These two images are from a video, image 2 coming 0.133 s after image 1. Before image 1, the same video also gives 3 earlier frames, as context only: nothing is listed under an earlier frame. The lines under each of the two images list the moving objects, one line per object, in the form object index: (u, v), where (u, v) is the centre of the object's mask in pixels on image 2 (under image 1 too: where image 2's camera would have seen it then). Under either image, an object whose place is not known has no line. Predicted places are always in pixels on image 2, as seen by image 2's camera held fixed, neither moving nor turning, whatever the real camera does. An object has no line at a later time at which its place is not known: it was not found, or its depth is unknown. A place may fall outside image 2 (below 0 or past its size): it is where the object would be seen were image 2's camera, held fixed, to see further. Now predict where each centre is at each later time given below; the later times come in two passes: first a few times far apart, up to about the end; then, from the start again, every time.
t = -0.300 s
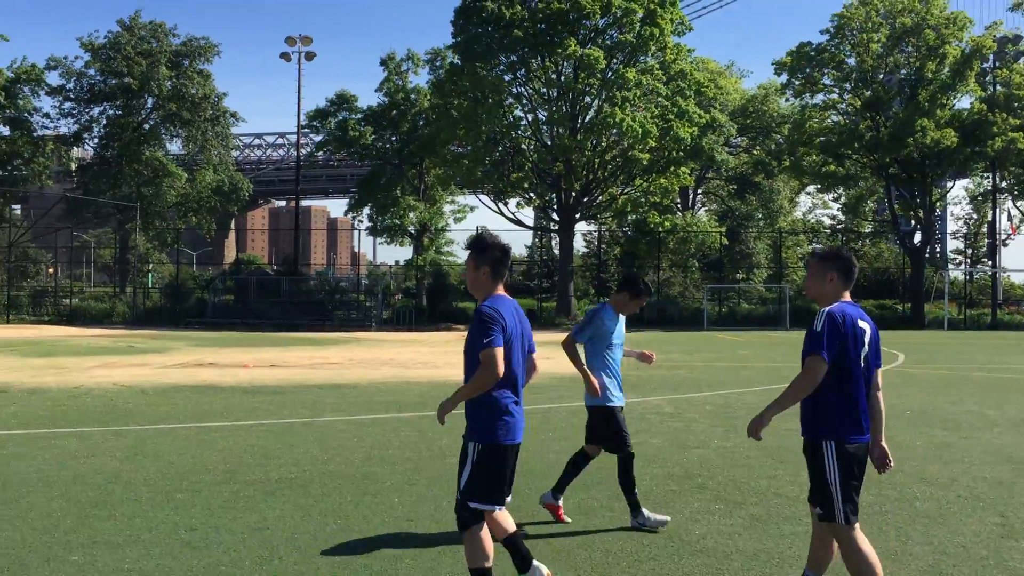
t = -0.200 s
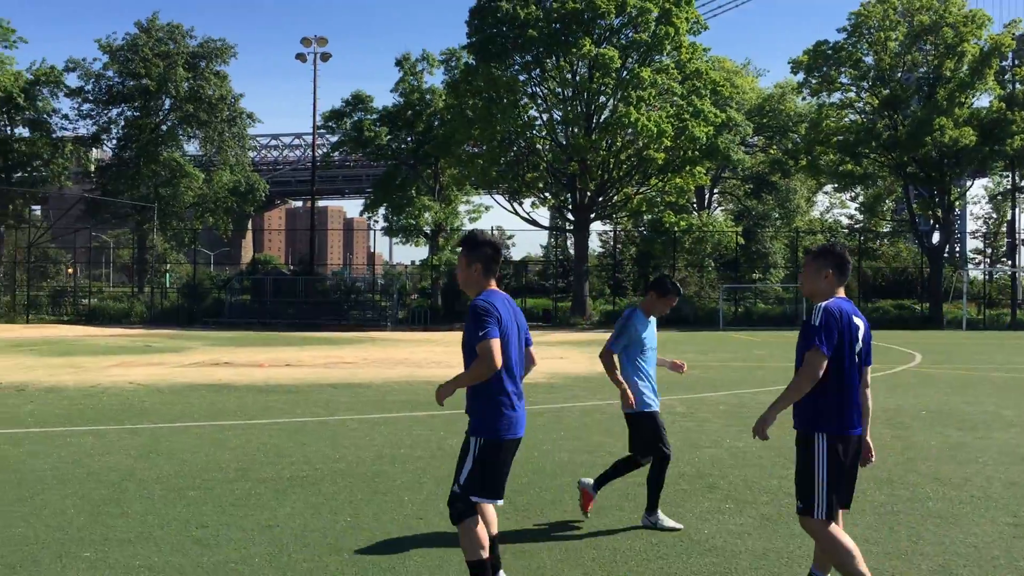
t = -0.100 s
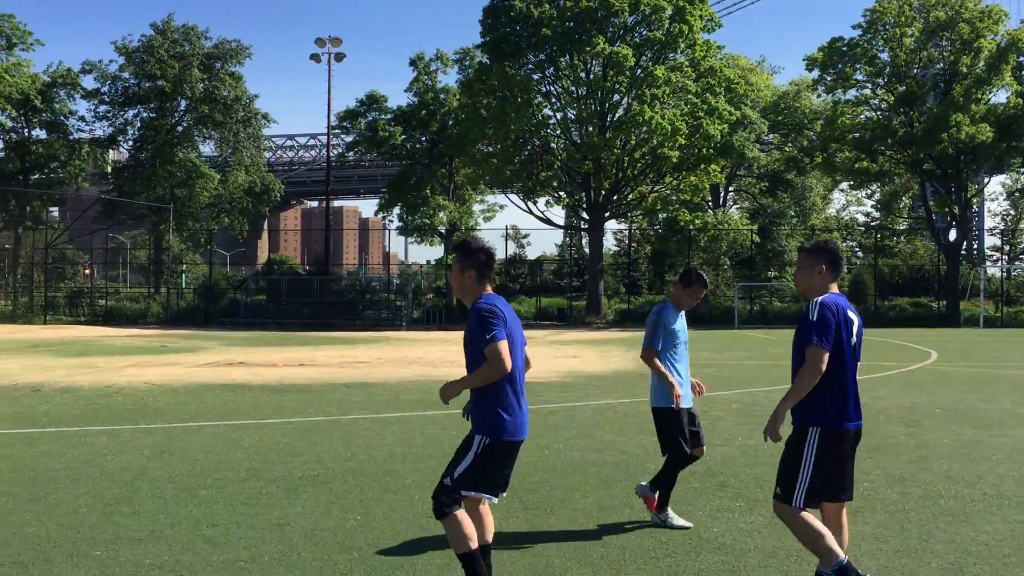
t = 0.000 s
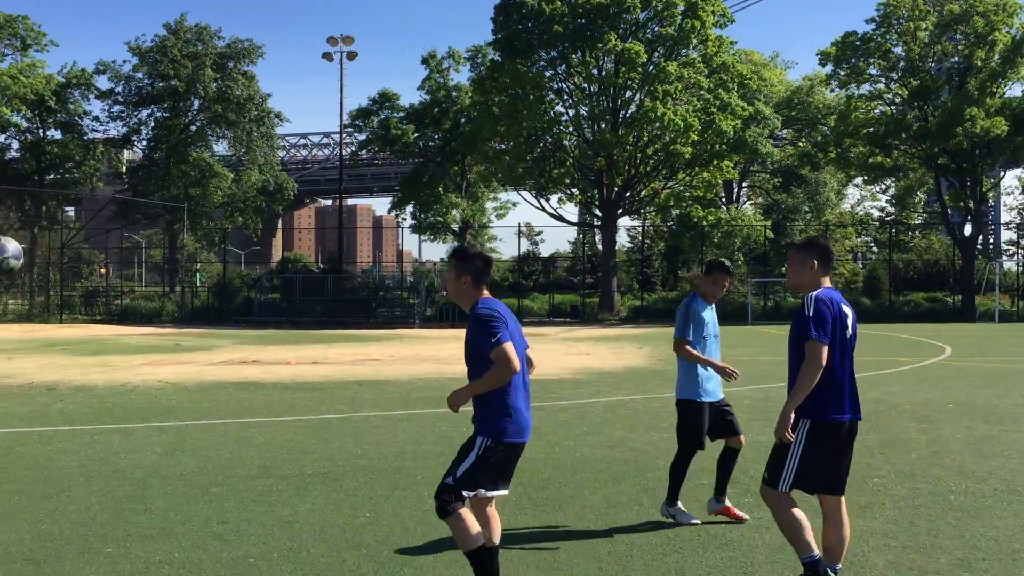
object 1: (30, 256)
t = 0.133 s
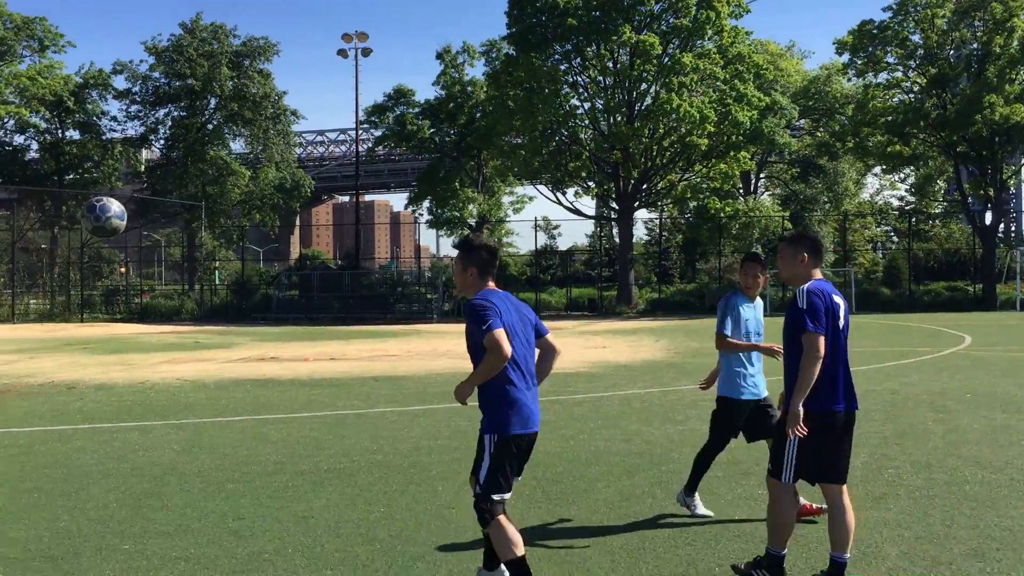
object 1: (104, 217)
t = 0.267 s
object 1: (194, 211)
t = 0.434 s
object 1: (311, 253)
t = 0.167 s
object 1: (127, 213)
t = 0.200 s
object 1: (148, 210)
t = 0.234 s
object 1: (170, 210)
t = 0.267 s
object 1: (194, 211)
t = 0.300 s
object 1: (217, 215)
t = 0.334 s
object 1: (241, 221)
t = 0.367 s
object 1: (264, 230)
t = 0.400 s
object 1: (288, 240)
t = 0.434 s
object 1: (311, 253)
